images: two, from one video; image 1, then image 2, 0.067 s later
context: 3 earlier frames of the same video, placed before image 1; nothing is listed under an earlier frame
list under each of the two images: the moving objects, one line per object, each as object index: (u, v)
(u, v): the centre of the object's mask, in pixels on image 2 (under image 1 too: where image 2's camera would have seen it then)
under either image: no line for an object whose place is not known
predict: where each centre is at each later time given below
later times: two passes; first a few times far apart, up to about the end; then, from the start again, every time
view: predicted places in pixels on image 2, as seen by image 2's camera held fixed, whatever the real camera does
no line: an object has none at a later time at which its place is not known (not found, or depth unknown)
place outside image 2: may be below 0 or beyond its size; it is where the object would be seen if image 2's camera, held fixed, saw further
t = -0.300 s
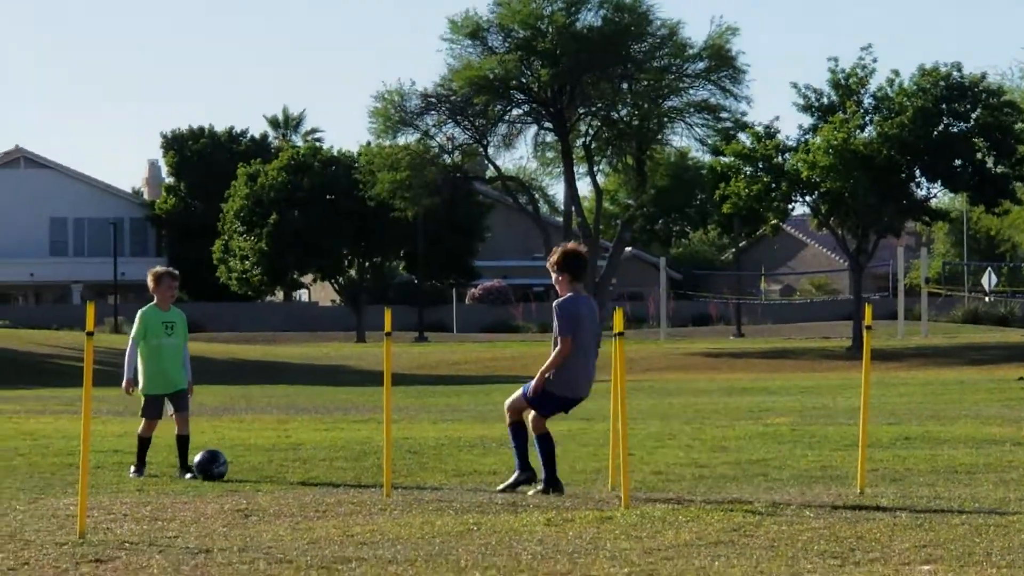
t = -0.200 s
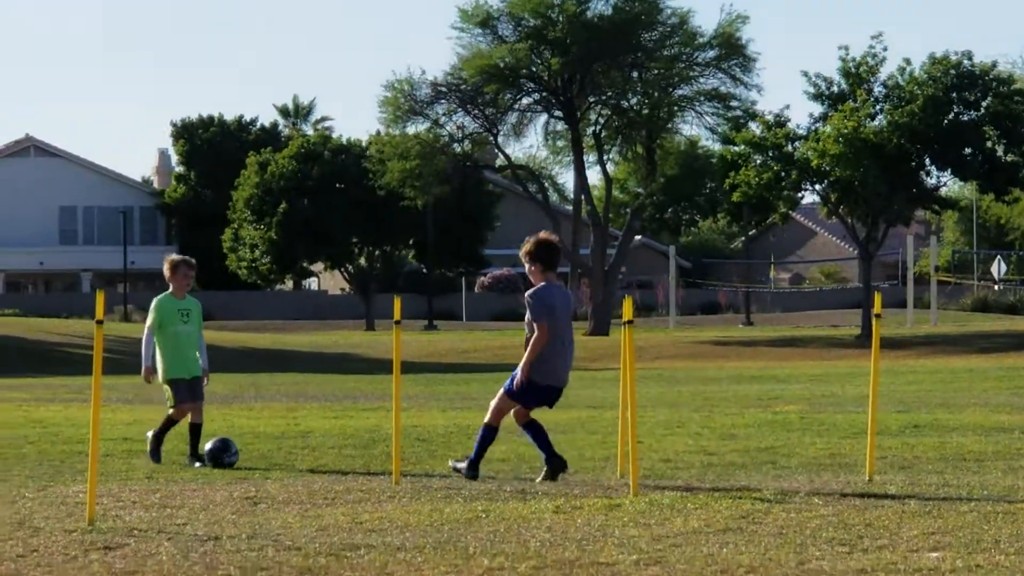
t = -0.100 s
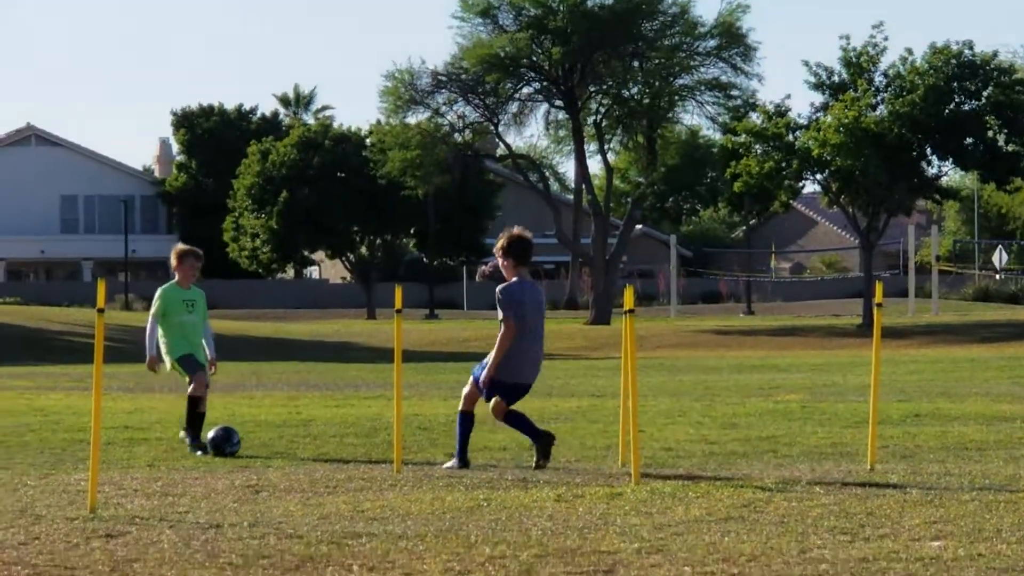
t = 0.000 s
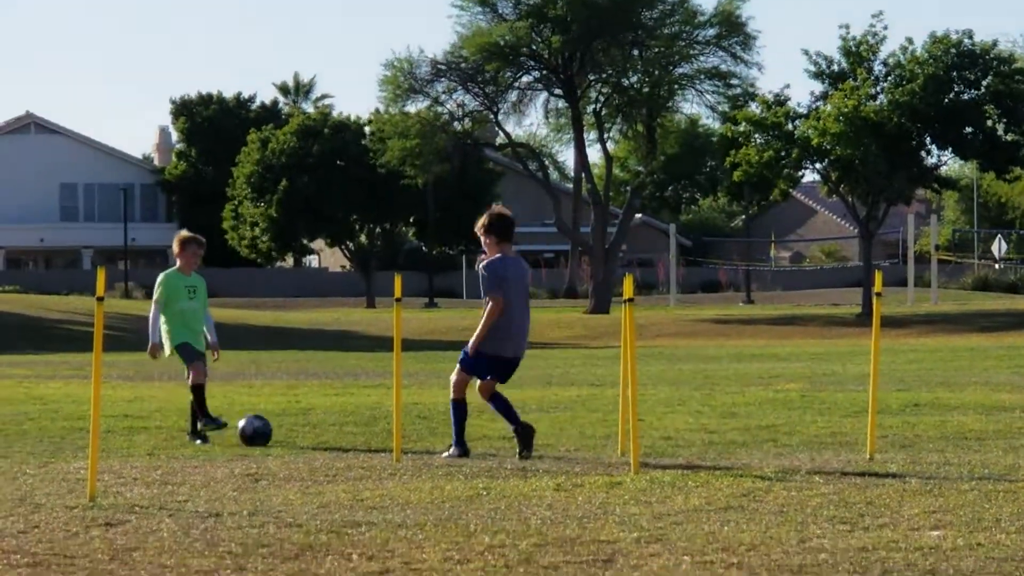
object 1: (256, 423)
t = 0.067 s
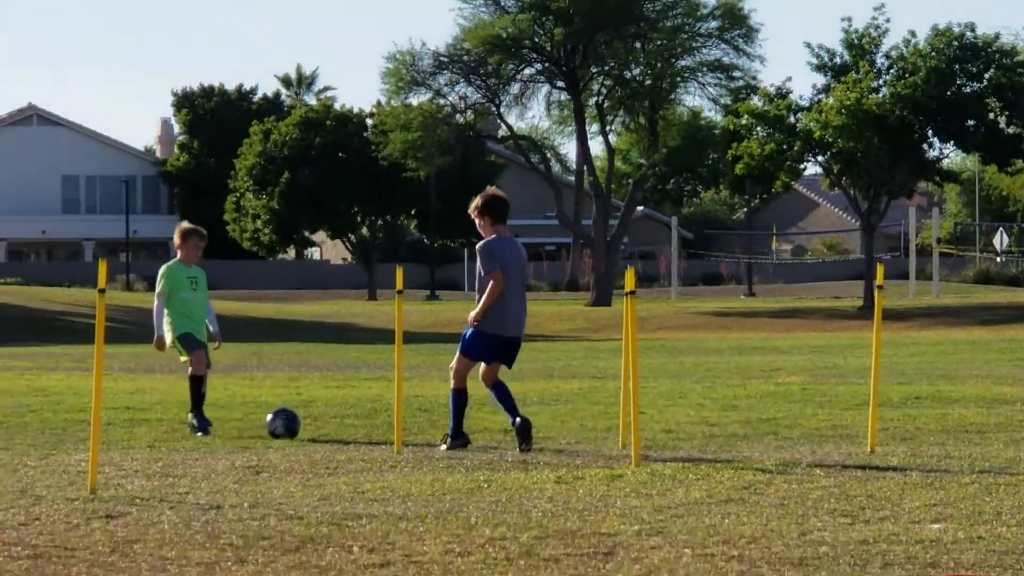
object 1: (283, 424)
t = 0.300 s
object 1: (362, 426)
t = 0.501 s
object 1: (424, 428)
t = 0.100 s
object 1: (297, 425)
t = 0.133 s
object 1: (308, 424)
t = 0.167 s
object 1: (319, 422)
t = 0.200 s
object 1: (330, 422)
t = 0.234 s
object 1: (341, 424)
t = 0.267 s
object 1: (352, 427)
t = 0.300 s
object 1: (362, 426)
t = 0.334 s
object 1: (373, 422)
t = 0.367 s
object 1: (381, 419)
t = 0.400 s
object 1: (391, 418)
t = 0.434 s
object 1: (405, 419)
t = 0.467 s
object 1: (416, 423)
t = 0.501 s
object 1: (424, 428)
